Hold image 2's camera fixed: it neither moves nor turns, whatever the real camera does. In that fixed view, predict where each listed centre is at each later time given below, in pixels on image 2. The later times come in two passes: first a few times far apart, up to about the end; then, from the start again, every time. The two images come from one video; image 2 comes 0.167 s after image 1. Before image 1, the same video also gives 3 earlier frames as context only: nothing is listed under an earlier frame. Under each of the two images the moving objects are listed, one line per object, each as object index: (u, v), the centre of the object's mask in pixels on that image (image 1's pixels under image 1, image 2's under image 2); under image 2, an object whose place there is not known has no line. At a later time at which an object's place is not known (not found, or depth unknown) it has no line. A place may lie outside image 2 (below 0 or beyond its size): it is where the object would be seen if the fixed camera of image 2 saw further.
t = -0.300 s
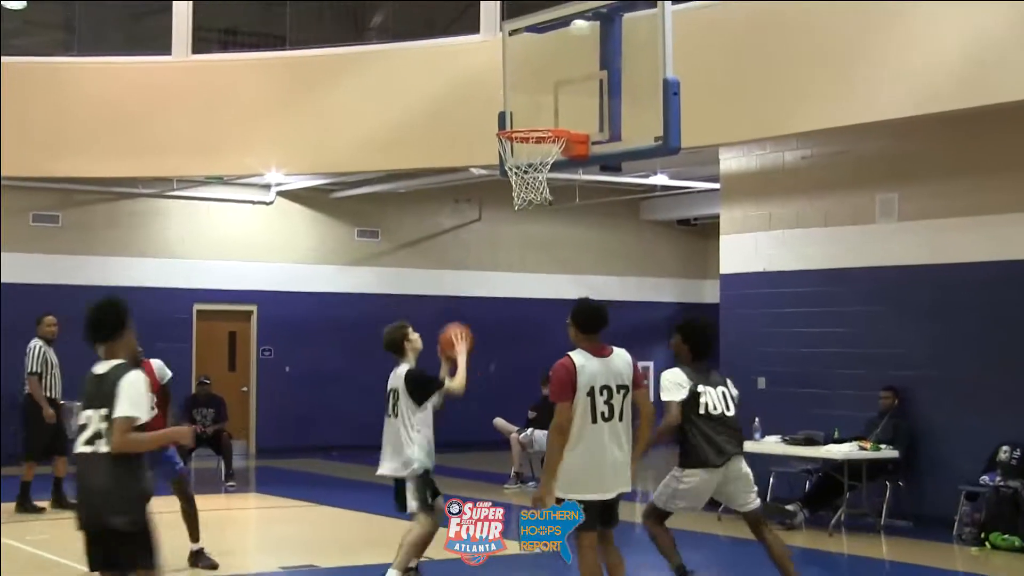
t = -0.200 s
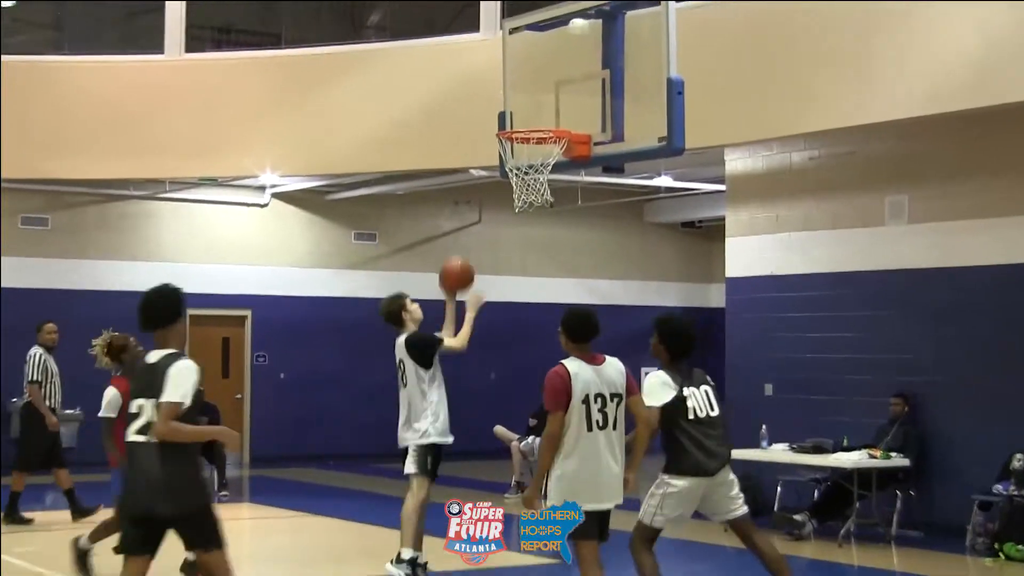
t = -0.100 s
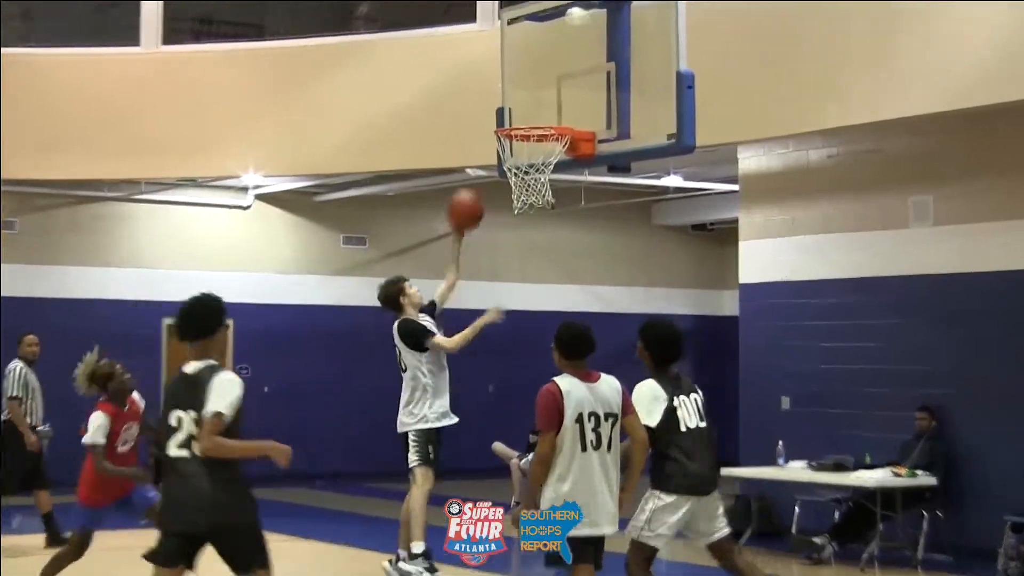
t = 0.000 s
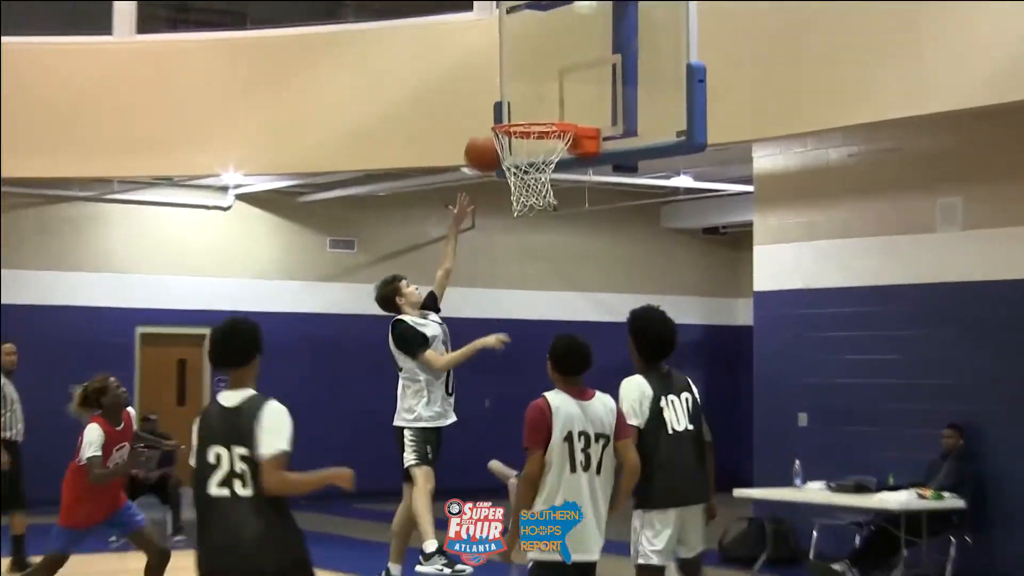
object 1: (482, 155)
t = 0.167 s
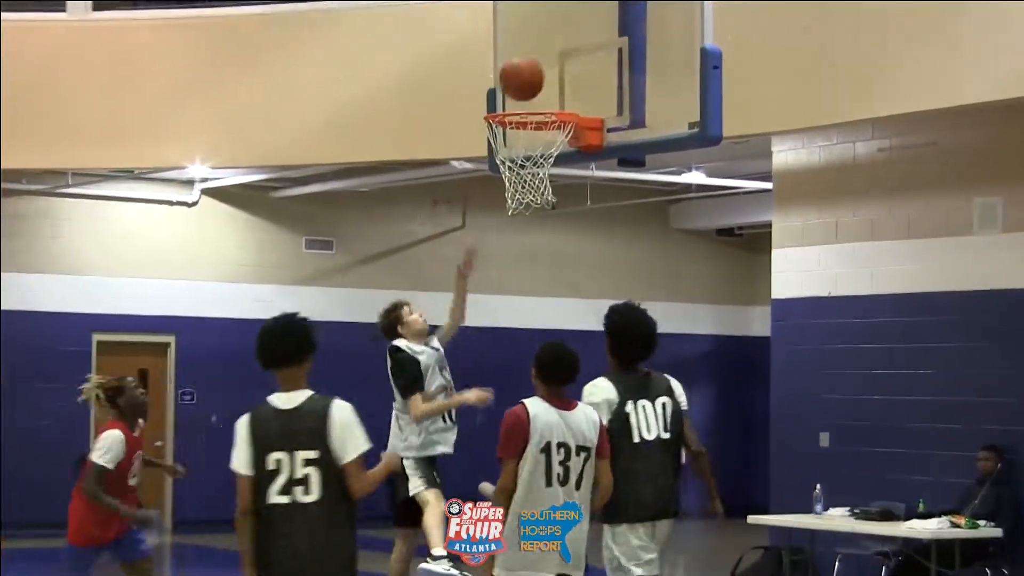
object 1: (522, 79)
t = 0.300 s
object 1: (550, 60)
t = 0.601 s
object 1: (532, 132)
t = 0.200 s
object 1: (530, 71)
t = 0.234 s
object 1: (540, 66)
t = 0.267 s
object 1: (548, 63)
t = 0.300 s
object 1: (550, 60)
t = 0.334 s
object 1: (548, 59)
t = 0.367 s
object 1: (546, 61)
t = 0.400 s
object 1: (545, 64)
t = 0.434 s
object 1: (543, 69)
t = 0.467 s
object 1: (542, 77)
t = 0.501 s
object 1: (540, 87)
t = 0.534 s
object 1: (538, 95)
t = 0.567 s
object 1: (537, 108)
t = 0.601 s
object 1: (532, 132)
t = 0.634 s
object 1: (531, 147)
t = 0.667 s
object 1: (529, 167)
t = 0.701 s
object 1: (528, 183)
